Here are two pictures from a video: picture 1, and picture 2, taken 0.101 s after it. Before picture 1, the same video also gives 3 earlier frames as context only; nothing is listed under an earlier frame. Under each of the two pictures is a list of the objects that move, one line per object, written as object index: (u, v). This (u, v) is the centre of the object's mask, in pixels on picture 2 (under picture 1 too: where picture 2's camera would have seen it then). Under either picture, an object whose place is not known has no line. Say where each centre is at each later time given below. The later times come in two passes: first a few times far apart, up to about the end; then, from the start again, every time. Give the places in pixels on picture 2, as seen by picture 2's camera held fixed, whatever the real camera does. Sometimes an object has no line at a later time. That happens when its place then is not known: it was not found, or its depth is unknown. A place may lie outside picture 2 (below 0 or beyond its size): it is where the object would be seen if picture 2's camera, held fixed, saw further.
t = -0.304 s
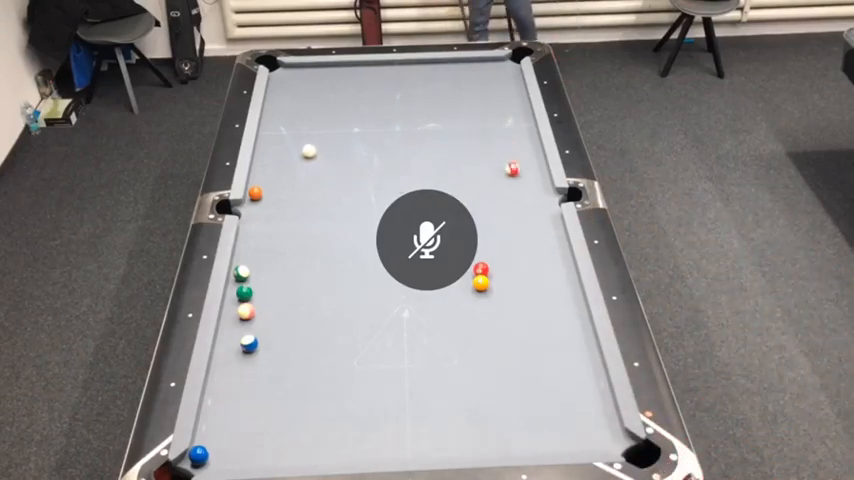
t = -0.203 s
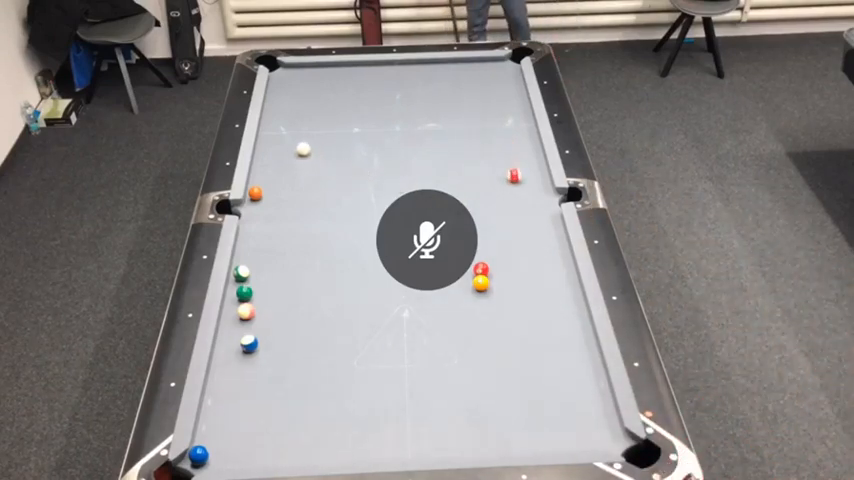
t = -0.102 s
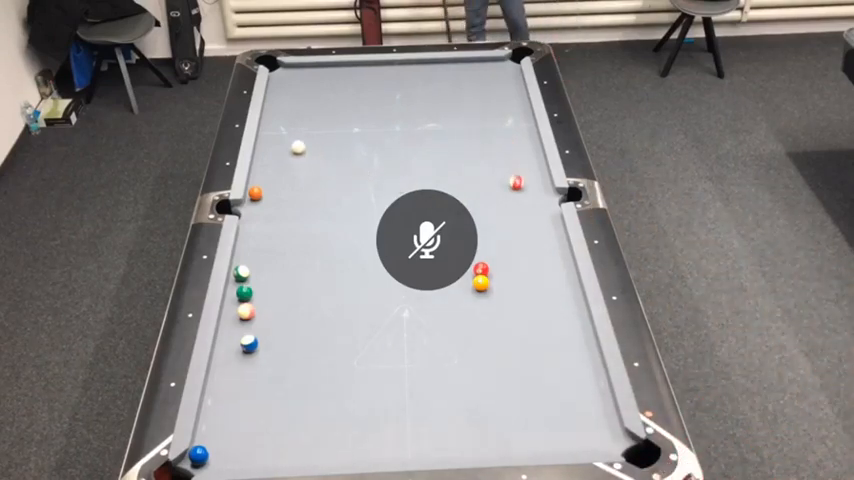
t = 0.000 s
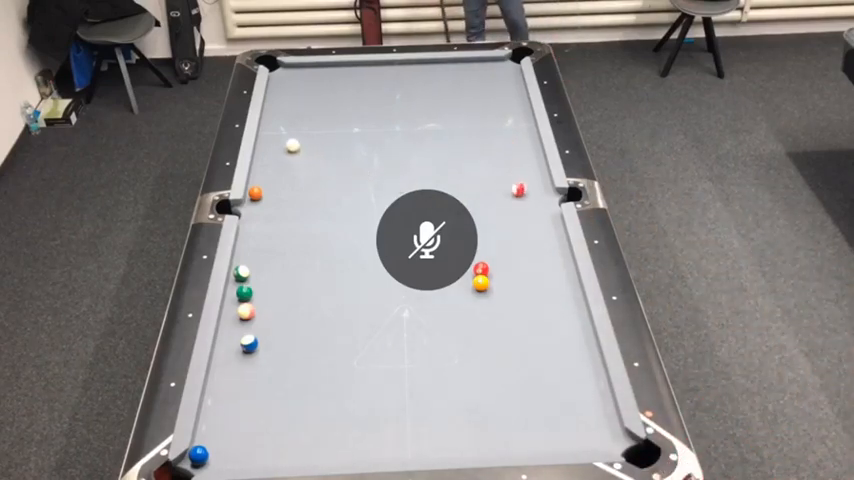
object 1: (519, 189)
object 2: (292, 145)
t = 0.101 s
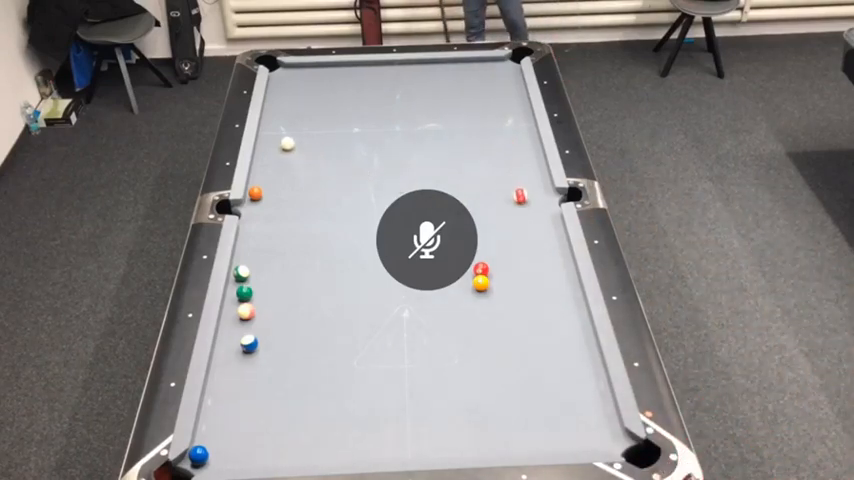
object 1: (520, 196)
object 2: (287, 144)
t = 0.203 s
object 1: (522, 203)
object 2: (283, 142)
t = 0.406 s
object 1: (526, 217)
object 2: (274, 139)
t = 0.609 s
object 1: (529, 231)
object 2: (265, 135)
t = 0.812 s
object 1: (534, 245)
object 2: (266, 133)
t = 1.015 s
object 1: (538, 260)
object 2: (270, 132)
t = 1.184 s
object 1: (542, 271)
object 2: (274, 130)
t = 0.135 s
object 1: (520, 198)
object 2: (286, 143)
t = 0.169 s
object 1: (521, 201)
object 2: (284, 142)
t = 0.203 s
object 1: (522, 203)
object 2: (283, 142)
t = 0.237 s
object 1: (523, 205)
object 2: (281, 141)
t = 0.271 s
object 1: (523, 207)
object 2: (280, 141)
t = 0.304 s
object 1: (524, 209)
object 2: (278, 140)
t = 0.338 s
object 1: (525, 212)
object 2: (276, 140)
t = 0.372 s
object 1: (525, 215)
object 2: (275, 139)
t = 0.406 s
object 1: (526, 217)
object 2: (274, 139)
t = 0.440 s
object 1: (526, 219)
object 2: (272, 138)
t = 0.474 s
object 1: (527, 221)
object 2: (270, 137)
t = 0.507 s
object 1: (527, 224)
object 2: (269, 137)
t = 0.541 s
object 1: (528, 226)
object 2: (267, 136)
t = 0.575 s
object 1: (529, 229)
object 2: (266, 136)
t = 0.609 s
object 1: (529, 231)
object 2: (265, 135)
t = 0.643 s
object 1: (530, 233)
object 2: (263, 135)
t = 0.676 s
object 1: (531, 235)
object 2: (262, 134)
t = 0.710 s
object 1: (532, 238)
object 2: (263, 134)
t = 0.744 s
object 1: (532, 240)
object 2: (264, 134)
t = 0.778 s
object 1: (533, 242)
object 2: (265, 134)
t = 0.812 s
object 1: (534, 245)
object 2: (266, 133)
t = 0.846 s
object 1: (534, 248)
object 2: (266, 133)
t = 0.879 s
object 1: (535, 249)
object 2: (267, 133)
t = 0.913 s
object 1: (536, 252)
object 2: (268, 132)
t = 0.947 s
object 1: (536, 254)
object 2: (269, 132)
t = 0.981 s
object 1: (537, 257)
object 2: (269, 132)
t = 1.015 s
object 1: (538, 260)
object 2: (270, 132)
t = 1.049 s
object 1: (539, 261)
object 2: (271, 131)
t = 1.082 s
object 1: (540, 264)
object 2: (271, 131)
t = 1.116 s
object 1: (541, 266)
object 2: (272, 131)
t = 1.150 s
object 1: (541, 268)
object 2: (273, 131)
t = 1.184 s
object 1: (542, 271)
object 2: (274, 130)
